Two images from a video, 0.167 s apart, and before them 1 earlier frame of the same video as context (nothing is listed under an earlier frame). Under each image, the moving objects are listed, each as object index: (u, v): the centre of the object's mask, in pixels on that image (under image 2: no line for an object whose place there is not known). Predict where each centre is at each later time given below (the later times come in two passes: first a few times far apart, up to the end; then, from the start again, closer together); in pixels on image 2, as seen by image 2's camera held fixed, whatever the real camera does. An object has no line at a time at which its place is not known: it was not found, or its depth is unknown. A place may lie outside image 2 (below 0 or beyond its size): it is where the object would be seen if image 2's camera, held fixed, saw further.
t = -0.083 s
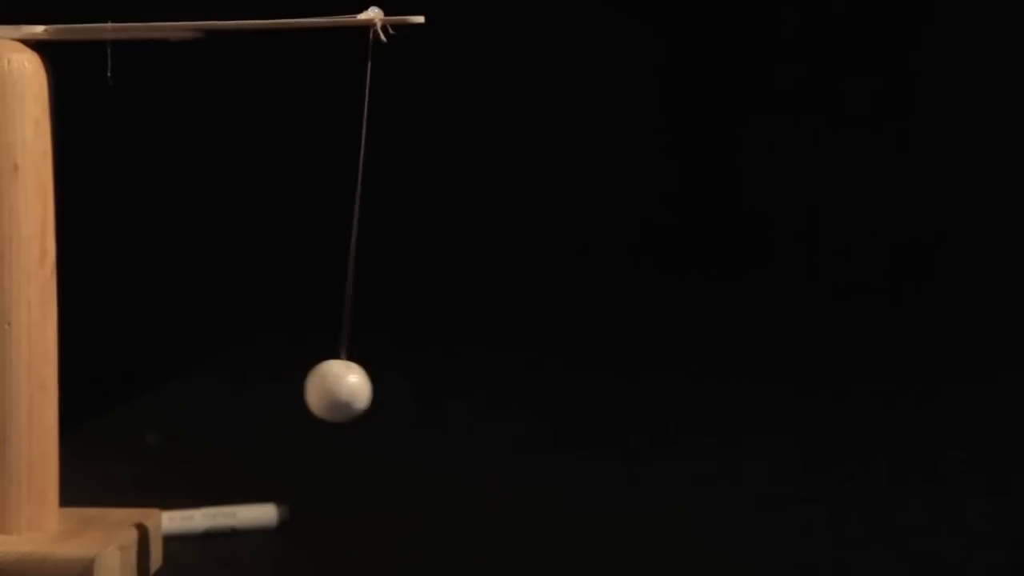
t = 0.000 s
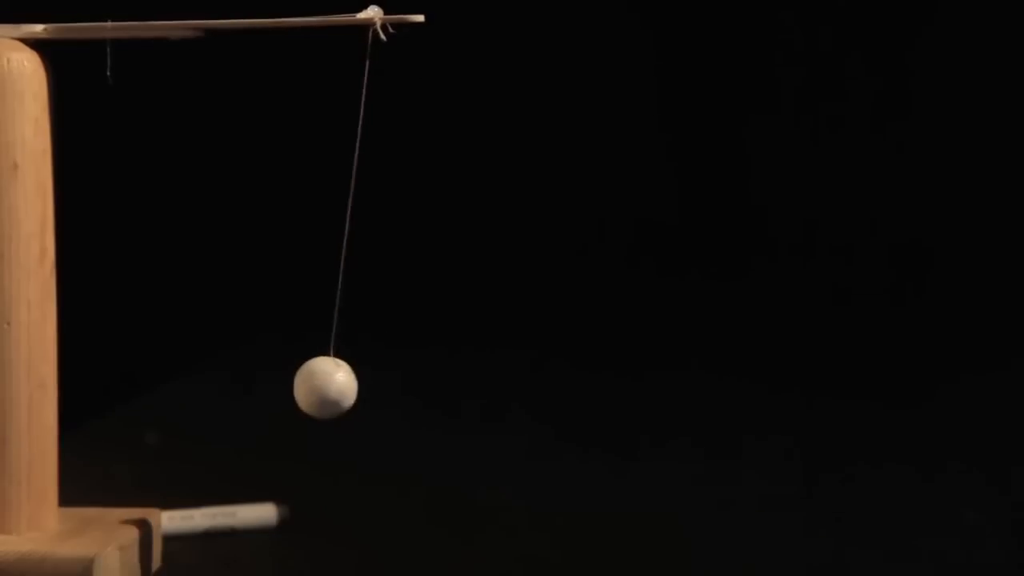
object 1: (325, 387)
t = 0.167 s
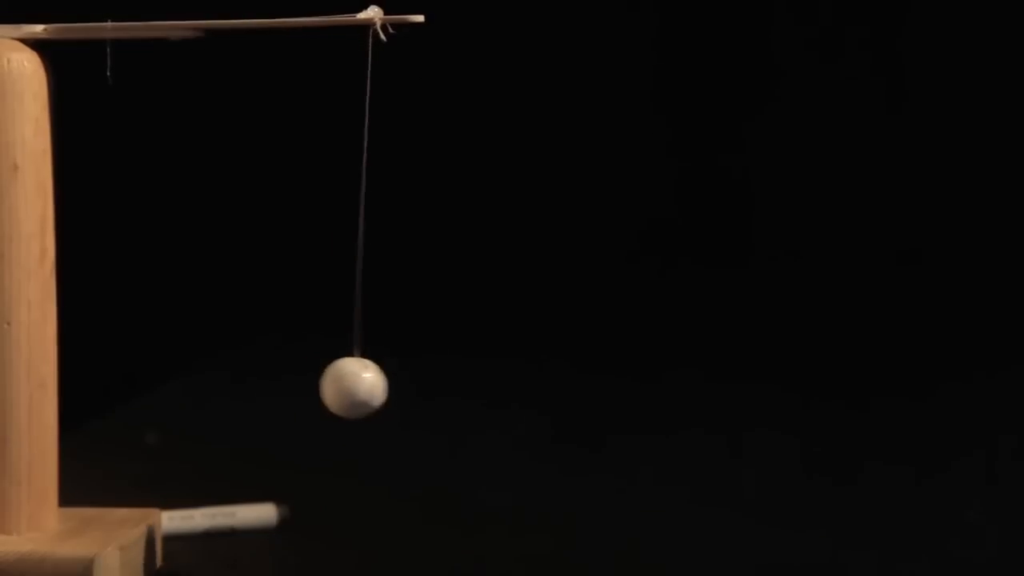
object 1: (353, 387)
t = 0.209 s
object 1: (366, 388)
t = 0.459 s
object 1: (381, 392)
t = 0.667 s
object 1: (333, 389)
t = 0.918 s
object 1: (369, 389)
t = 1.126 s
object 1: (383, 392)
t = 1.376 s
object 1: (336, 389)
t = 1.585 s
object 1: (363, 388)
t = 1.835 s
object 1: (379, 392)
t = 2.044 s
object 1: (341, 389)
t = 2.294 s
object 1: (365, 389)
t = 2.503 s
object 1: (380, 392)
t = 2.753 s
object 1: (343, 389)
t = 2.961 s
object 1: (361, 389)
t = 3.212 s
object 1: (376, 391)
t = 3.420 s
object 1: (347, 390)
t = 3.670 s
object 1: (364, 389)
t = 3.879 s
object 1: (377, 391)
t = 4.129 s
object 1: (348, 390)
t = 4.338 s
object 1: (361, 389)
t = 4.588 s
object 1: (374, 391)
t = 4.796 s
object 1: (351, 390)
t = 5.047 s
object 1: (363, 389)
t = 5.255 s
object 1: (374, 391)
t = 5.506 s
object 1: (351, 390)
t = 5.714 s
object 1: (361, 389)
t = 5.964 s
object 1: (371, 391)
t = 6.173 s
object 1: (354, 390)
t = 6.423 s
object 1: (363, 390)
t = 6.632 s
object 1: (371, 391)
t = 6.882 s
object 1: (354, 390)
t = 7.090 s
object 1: (361, 390)
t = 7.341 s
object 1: (370, 391)
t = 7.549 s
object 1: (356, 391)
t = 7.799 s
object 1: (362, 390)
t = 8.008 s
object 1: (369, 391)
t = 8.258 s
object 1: (356, 390)
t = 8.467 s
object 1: (361, 390)
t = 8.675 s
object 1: (369, 391)
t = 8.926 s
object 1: (357, 391)
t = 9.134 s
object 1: (360, 390)
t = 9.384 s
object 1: (368, 391)
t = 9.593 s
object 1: (359, 391)
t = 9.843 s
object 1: (361, 390)
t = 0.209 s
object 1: (366, 388)
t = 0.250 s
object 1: (377, 389)
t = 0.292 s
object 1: (386, 389)
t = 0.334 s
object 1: (391, 390)
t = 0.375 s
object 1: (392, 391)
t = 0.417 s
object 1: (389, 391)
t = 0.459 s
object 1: (381, 392)
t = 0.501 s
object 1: (371, 392)
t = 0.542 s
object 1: (359, 391)
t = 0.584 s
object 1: (348, 391)
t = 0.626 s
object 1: (339, 390)
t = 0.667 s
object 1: (333, 389)
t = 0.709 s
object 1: (331, 388)
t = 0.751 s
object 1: (333, 387)
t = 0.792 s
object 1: (340, 387)
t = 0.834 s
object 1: (349, 387)
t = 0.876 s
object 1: (359, 388)
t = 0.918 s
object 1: (369, 389)
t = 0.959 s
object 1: (379, 389)
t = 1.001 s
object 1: (385, 390)
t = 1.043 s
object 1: (388, 391)
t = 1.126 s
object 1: (383, 392)
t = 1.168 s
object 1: (376, 392)
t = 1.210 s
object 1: (367, 392)
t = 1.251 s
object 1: (357, 392)
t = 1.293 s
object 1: (347, 391)
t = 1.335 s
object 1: (340, 390)
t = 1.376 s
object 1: (336, 389)
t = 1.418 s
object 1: (336, 388)
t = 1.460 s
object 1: (339, 387)
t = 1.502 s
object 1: (345, 387)
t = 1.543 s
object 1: (353, 388)
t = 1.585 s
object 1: (363, 388)
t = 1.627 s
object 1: (372, 389)
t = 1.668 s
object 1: (379, 390)
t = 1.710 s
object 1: (384, 390)
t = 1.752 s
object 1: (385, 391)
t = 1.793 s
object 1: (384, 391)
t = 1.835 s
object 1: (379, 392)
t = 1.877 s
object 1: (372, 392)
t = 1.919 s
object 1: (363, 392)
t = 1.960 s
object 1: (354, 391)
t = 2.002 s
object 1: (347, 390)
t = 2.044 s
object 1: (341, 389)
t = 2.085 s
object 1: (339, 388)
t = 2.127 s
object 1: (340, 388)
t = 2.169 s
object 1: (343, 388)
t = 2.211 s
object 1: (350, 388)
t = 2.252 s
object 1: (357, 388)
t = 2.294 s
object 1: (365, 389)
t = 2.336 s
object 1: (373, 390)
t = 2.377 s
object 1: (379, 390)
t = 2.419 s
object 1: (382, 391)
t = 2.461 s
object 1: (382, 391)
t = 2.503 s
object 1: (380, 392)
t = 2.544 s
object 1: (375, 392)
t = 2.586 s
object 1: (368, 392)
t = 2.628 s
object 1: (360, 391)
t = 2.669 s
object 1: (353, 391)
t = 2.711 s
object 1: (347, 390)
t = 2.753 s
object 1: (343, 389)
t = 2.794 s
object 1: (342, 388)
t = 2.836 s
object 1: (344, 388)
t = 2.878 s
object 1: (348, 388)
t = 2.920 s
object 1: (354, 388)
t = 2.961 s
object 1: (361, 389)
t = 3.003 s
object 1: (368, 389)
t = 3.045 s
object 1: (374, 390)
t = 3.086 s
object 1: (379, 391)
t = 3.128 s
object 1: (380, 391)
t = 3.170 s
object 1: (380, 391)
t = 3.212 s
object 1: (376, 391)
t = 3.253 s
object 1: (371, 392)
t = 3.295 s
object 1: (365, 392)
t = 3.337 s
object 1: (358, 391)
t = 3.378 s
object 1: (352, 391)
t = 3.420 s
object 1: (347, 390)
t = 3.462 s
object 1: (345, 389)
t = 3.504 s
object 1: (345, 389)
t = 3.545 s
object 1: (347, 389)
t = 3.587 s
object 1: (352, 389)
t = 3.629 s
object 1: (358, 389)
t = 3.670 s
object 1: (364, 389)
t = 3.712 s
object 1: (370, 390)
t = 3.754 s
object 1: (375, 390)
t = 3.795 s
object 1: (378, 391)
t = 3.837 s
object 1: (378, 391)
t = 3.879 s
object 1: (377, 391)
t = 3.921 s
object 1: (373, 392)
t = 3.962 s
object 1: (368, 392)
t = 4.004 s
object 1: (362, 391)
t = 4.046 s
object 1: (356, 391)
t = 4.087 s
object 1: (352, 390)
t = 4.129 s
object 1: (348, 390)
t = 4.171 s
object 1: (347, 389)
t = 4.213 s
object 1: (348, 389)
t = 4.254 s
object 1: (351, 389)
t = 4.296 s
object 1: (356, 389)
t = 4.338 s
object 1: (361, 389)
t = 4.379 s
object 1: (367, 390)
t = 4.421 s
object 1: (371, 390)
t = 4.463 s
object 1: (375, 390)
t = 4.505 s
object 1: (377, 391)
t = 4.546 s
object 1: (376, 391)
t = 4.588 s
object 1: (374, 391)
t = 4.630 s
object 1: (370, 391)
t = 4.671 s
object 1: (365, 391)
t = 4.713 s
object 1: (360, 391)
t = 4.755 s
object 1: (355, 391)
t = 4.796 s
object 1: (351, 390)
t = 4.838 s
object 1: (349, 389)
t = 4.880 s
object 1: (349, 389)
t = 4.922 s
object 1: (350, 389)
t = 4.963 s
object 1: (354, 389)
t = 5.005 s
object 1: (359, 389)
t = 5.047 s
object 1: (363, 389)
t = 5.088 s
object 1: (368, 390)
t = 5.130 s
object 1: (372, 390)
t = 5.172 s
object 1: (374, 391)
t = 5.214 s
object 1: (375, 391)
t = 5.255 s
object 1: (374, 391)
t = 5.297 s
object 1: (371, 391)
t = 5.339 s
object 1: (367, 391)
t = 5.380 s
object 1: (362, 391)
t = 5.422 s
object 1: (358, 391)
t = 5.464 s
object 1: (354, 390)
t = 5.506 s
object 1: (351, 390)
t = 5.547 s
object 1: (350, 389)
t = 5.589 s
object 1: (351, 389)
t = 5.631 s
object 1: (353, 389)
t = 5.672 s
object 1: (356, 389)
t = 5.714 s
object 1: (361, 389)
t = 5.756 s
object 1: (365, 390)
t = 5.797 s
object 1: (369, 390)
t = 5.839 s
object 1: (371, 390)
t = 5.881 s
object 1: (373, 391)
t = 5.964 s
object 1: (371, 391)
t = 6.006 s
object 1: (369, 391)
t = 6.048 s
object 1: (365, 391)
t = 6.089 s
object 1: (361, 391)
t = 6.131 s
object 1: (357, 390)
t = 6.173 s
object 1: (354, 390)
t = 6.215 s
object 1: (352, 390)
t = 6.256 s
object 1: (352, 389)
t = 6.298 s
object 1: (353, 389)
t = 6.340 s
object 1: (355, 390)
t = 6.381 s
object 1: (359, 389)
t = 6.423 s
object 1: (363, 390)
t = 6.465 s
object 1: (366, 390)
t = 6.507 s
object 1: (369, 390)
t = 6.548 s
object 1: (371, 390)
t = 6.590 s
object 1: (372, 391)
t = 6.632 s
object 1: (371, 391)
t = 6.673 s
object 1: (369, 391)
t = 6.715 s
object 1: (366, 391)
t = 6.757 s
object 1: (363, 391)
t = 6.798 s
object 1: (360, 391)
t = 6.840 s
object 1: (356, 391)
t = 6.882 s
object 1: (354, 390)
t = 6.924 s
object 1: (353, 390)
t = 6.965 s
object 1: (353, 390)
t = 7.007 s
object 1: (355, 390)
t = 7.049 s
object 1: (358, 389)
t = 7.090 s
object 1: (361, 390)
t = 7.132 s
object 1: (364, 390)
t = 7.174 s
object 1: (367, 390)
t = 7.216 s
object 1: (369, 391)
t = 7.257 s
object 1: (370, 391)
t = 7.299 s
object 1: (371, 391)
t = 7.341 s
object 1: (370, 391)
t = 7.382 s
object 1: (368, 391)
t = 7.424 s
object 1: (365, 391)
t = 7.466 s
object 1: (361, 391)
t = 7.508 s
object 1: (358, 391)
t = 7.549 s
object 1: (356, 391)
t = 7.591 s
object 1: (355, 390)
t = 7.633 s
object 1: (354, 390)
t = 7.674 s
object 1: (355, 390)
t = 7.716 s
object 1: (357, 390)
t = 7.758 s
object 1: (360, 390)
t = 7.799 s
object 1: (362, 390)
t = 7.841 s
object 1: (365, 390)
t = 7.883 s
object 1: (368, 391)
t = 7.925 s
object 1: (370, 391)
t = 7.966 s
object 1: (370, 391)
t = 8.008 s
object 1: (369, 391)
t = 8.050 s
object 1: (368, 391)
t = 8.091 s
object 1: (366, 391)
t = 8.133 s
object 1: (363, 391)
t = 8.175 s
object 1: (360, 391)
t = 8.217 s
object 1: (358, 391)
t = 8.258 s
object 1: (356, 390)
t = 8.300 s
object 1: (355, 390)
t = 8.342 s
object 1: (355, 390)
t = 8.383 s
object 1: (356, 390)
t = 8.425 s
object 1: (358, 390)
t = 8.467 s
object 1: (361, 390)
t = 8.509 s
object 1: (364, 390)
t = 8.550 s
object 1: (366, 390)
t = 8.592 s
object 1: (368, 391)
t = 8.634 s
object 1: (369, 391)
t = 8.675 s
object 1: (369, 391)
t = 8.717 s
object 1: (368, 391)
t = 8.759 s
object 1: (366, 391)
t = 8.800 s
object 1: (364, 391)
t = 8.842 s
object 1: (361, 391)
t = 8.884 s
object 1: (359, 391)
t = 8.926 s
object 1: (357, 391)
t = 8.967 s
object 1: (356, 390)
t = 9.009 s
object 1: (356, 390)
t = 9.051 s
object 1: (357, 390)
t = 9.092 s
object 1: (358, 390)
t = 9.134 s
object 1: (360, 390)
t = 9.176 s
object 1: (363, 390)
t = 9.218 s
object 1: (365, 390)
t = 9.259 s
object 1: (367, 390)
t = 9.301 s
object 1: (368, 391)
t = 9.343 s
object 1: (368, 391)
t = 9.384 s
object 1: (368, 391)
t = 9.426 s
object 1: (366, 391)
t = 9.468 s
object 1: (365, 391)
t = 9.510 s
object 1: (363, 391)
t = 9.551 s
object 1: (361, 391)
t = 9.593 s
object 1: (359, 391)
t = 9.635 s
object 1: (357, 391)
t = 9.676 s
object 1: (357, 390)
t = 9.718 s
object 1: (357, 390)
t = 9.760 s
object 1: (358, 390)
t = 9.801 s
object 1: (360, 390)
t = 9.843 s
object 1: (361, 390)
